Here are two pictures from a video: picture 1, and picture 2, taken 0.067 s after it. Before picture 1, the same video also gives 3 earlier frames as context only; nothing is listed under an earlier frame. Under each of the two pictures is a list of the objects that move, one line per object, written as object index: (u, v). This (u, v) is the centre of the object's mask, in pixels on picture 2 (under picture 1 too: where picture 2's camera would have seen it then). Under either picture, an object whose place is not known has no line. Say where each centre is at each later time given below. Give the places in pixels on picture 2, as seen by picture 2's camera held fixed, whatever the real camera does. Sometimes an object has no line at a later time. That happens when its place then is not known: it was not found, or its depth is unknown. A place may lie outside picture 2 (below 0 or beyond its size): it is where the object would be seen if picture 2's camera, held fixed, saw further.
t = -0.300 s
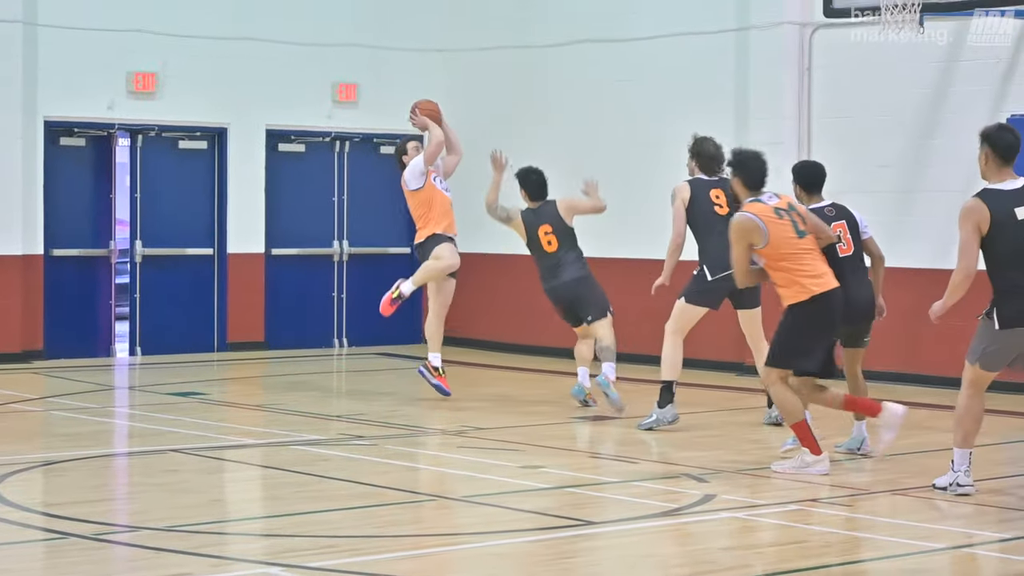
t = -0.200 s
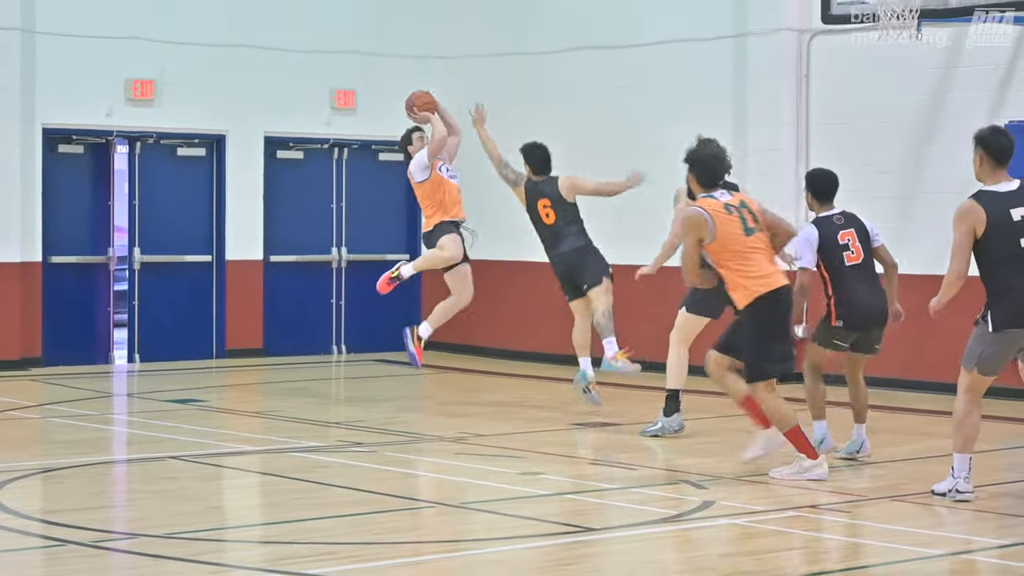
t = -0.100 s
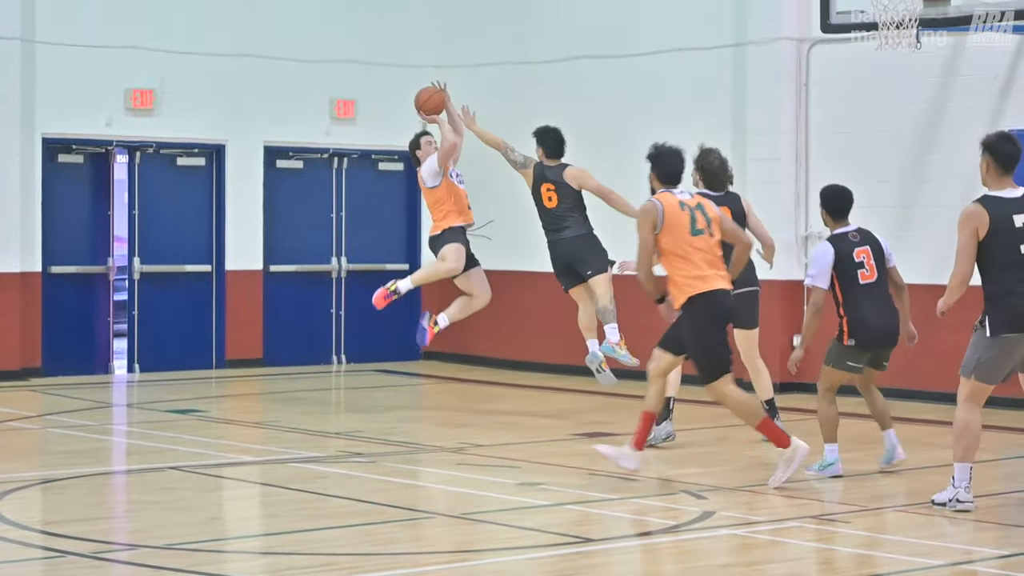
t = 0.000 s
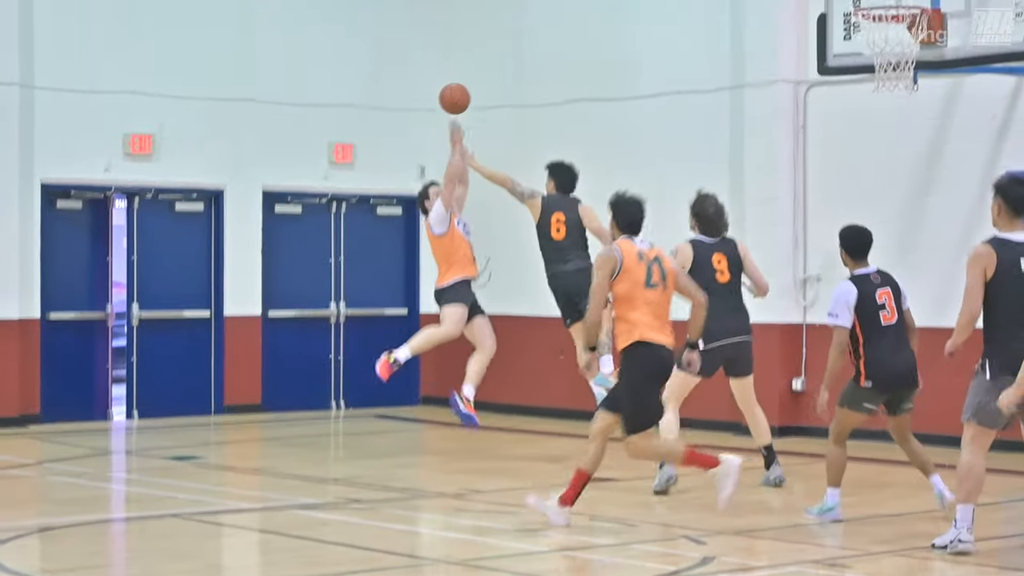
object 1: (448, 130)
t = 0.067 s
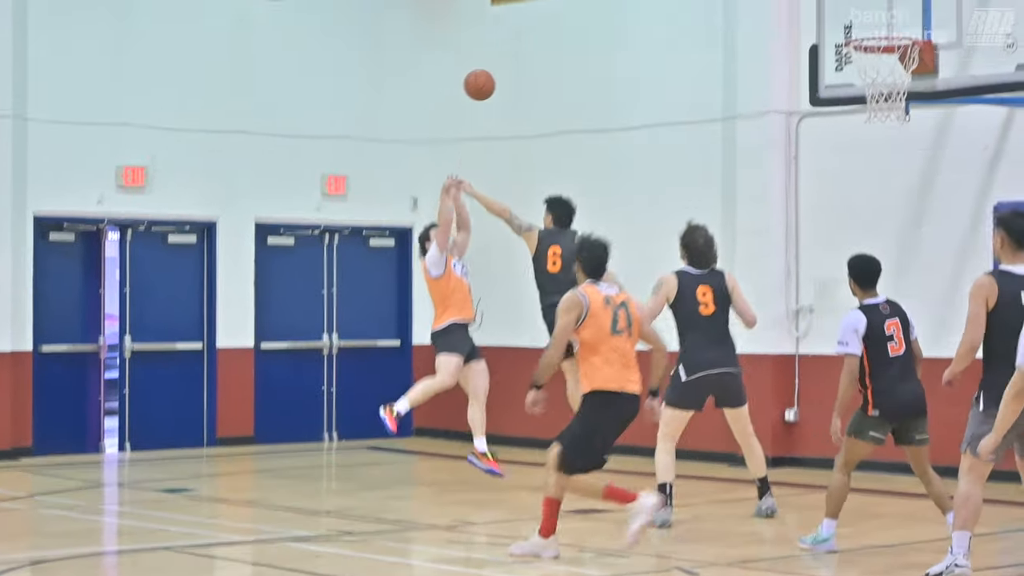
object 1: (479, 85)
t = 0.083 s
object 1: (487, 74)
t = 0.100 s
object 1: (495, 64)
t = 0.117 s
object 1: (504, 54)
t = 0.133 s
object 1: (512, 44)
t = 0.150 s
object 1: (520, 34)
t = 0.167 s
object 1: (528, 26)
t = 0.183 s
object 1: (535, 17)
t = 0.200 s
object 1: (543, 8)
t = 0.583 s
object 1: (741, -89)
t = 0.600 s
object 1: (751, -89)
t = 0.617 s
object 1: (760, -88)
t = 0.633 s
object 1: (769, -87)
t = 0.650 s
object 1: (779, -85)
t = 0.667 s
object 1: (788, -83)
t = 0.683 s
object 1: (798, -80)
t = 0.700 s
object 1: (808, -77)
